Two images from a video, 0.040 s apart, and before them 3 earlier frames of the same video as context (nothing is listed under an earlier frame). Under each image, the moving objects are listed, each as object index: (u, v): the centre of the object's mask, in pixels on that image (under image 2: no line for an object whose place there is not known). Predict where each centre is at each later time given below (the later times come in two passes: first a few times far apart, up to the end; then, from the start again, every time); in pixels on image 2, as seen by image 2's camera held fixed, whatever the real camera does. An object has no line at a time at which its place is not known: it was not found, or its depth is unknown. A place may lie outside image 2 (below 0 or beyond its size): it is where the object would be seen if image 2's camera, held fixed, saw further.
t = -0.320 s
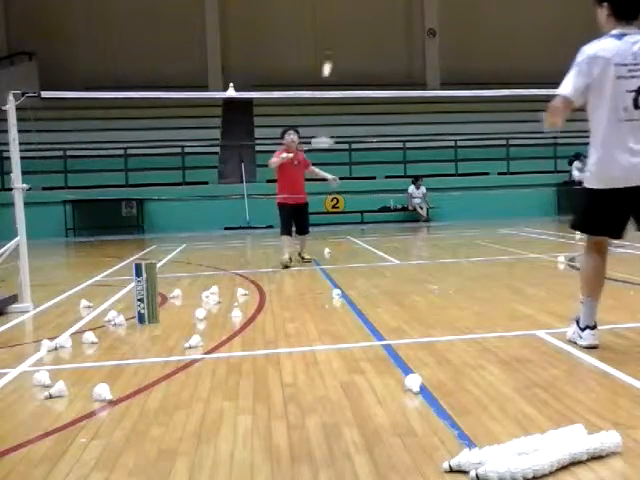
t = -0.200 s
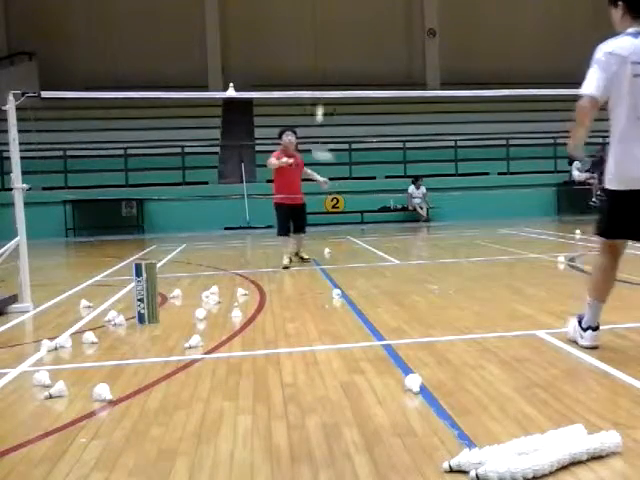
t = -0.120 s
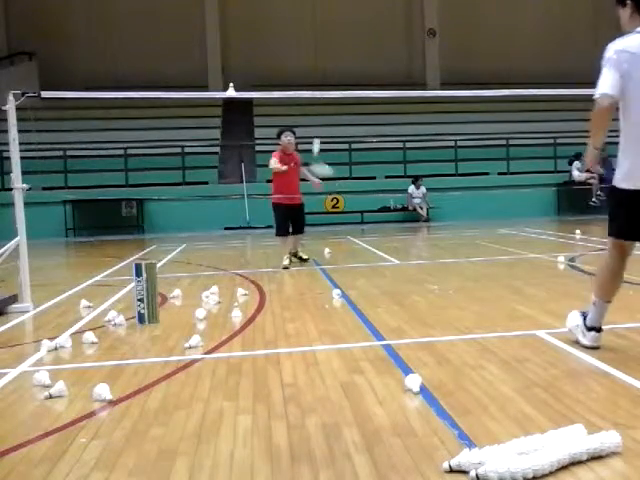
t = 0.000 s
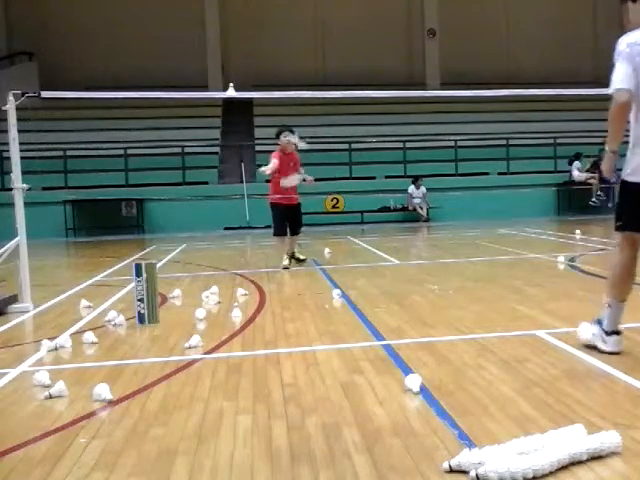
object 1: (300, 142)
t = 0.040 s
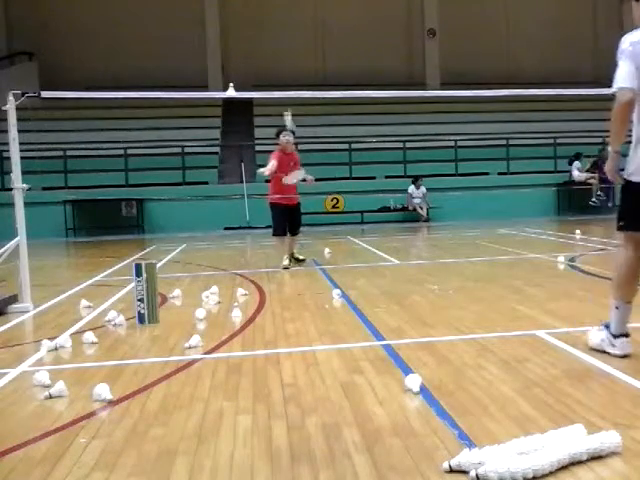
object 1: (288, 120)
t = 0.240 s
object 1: (256, 60)
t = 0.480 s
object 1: (231, 45)
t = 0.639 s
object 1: (207, 84)
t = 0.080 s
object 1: (285, 104)
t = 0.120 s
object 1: (277, 93)
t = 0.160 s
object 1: (269, 81)
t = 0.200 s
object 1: (262, 69)
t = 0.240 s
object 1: (256, 60)
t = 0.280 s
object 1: (251, 53)
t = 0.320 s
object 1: (247, 48)
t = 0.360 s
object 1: (242, 46)
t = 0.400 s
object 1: (239, 44)
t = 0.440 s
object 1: (236, 43)
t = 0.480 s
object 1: (231, 45)
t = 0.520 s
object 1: (224, 52)
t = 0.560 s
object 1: (218, 60)
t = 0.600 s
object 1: (212, 71)
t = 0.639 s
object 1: (207, 84)
